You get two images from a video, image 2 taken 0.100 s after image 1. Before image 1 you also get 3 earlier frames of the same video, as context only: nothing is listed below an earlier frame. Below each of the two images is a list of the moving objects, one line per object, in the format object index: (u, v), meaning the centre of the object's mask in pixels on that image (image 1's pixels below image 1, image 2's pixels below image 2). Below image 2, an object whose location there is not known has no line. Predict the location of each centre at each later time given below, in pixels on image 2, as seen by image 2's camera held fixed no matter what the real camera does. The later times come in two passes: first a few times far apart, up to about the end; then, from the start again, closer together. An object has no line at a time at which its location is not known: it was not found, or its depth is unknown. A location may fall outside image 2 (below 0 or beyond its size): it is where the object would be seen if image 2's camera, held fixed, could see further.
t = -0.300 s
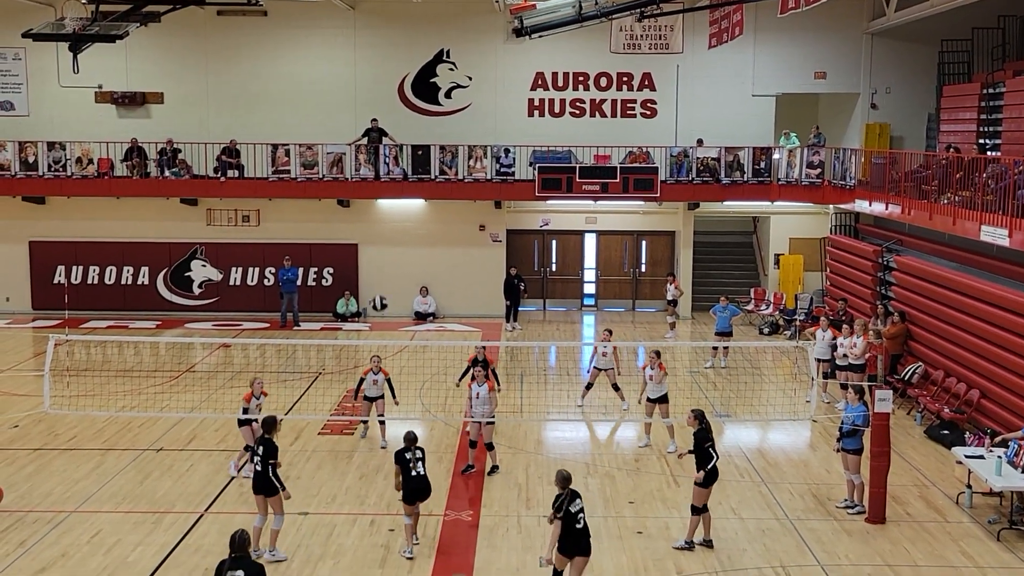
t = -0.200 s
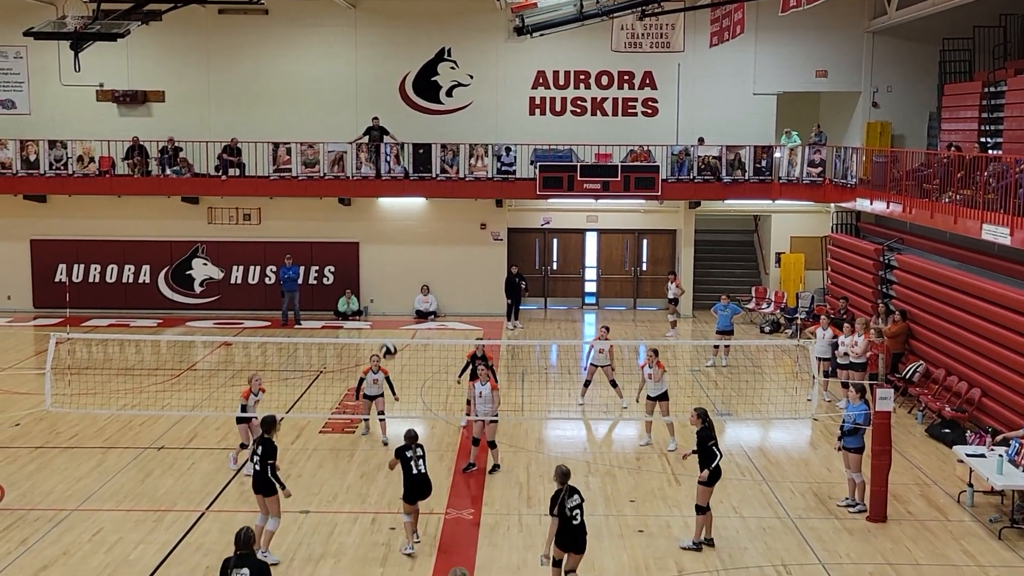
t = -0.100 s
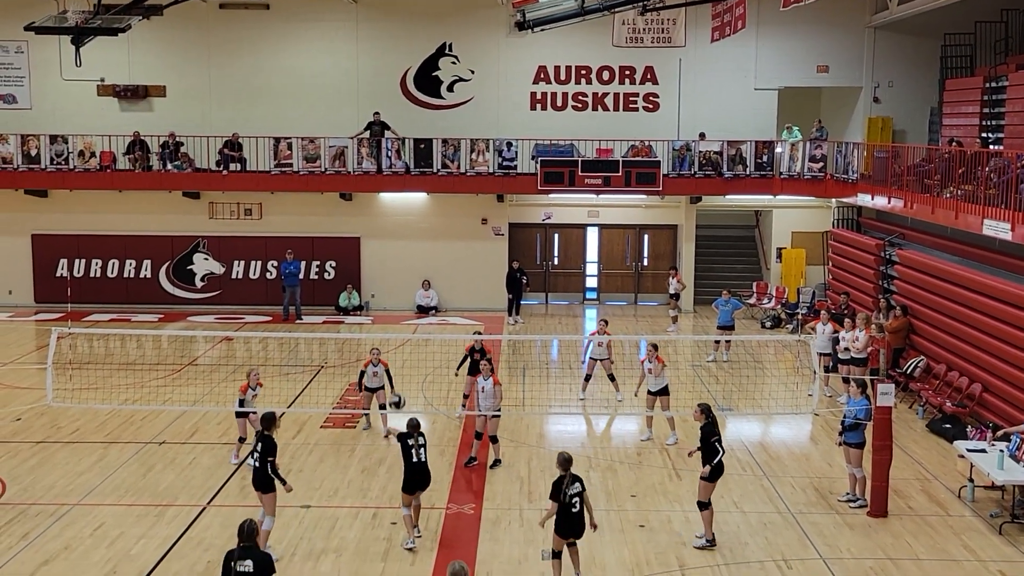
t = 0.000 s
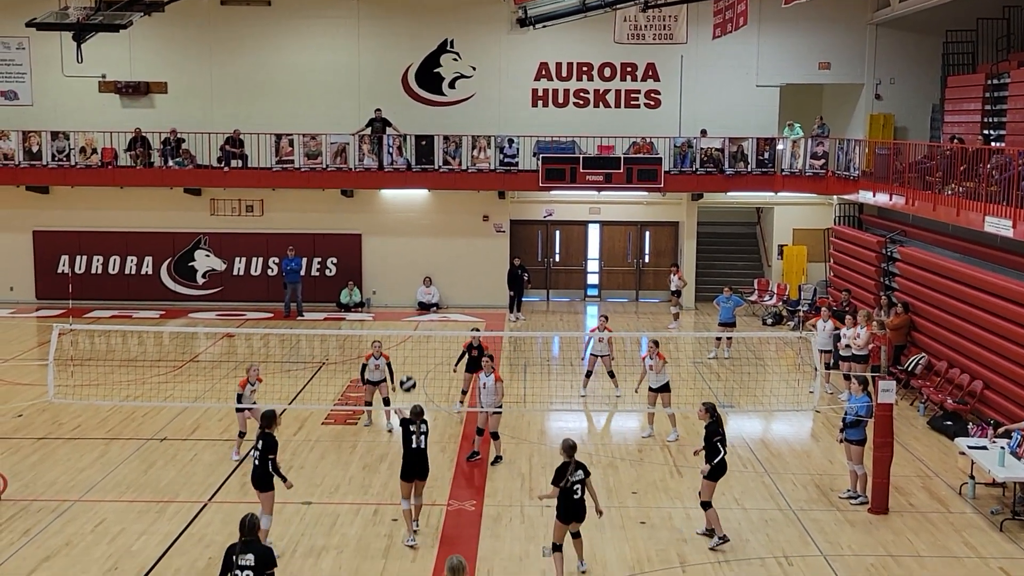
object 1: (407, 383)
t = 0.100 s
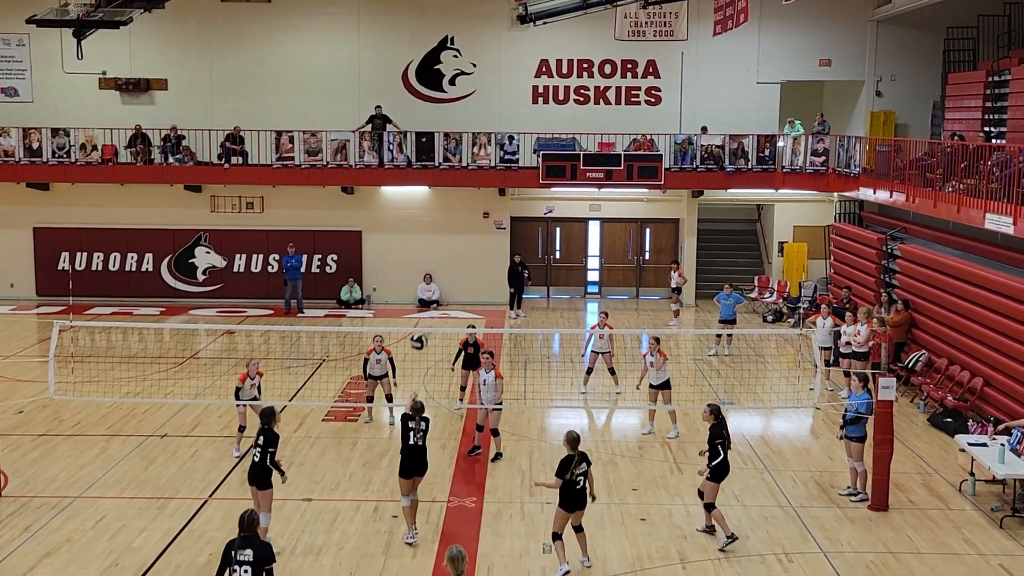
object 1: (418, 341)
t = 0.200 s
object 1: (429, 310)
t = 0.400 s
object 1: (451, 272)
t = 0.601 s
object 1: (472, 266)
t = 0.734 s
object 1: (486, 280)
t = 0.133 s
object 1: (422, 330)
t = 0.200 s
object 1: (429, 310)
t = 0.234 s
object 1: (432, 302)
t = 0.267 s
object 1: (436, 294)
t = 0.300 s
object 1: (440, 286)
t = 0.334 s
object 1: (443, 281)
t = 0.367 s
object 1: (447, 276)
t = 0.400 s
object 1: (451, 272)
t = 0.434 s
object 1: (454, 268)
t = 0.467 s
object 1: (458, 266)
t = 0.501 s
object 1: (461, 265)
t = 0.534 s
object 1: (465, 264)
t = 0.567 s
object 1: (469, 265)
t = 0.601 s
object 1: (472, 266)
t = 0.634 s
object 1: (476, 268)
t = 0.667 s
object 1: (479, 271)
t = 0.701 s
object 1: (483, 275)
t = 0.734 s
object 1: (486, 280)
